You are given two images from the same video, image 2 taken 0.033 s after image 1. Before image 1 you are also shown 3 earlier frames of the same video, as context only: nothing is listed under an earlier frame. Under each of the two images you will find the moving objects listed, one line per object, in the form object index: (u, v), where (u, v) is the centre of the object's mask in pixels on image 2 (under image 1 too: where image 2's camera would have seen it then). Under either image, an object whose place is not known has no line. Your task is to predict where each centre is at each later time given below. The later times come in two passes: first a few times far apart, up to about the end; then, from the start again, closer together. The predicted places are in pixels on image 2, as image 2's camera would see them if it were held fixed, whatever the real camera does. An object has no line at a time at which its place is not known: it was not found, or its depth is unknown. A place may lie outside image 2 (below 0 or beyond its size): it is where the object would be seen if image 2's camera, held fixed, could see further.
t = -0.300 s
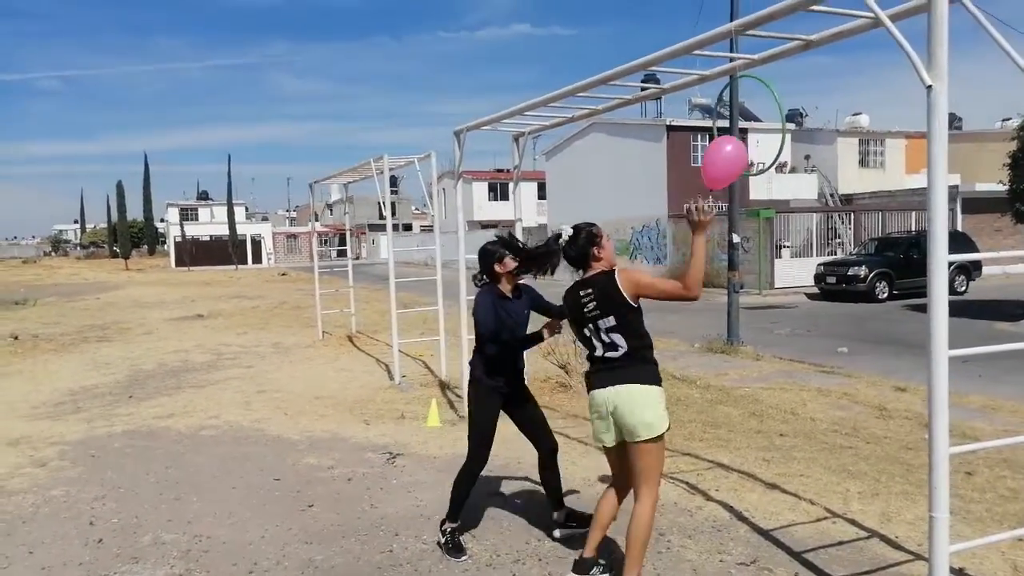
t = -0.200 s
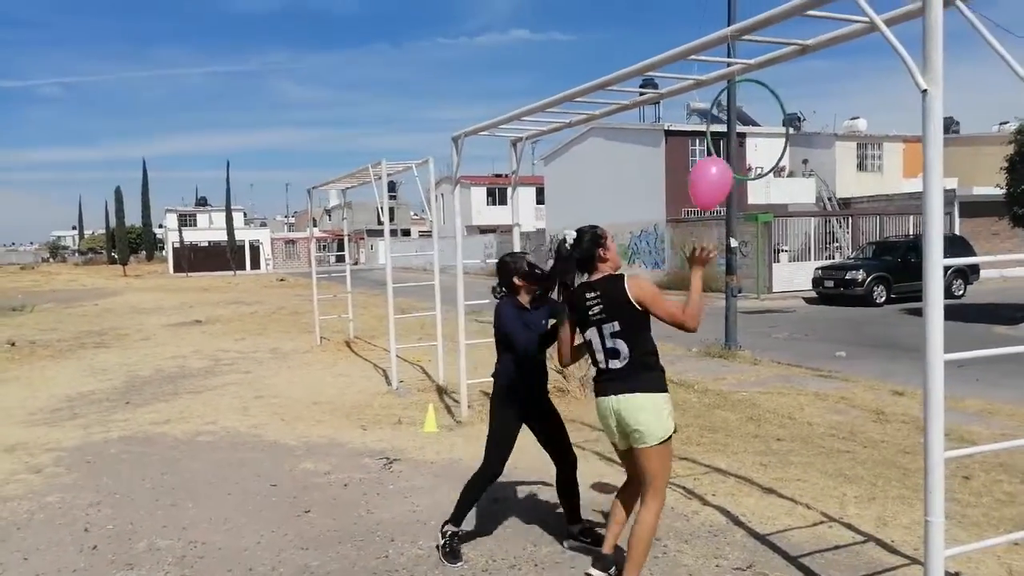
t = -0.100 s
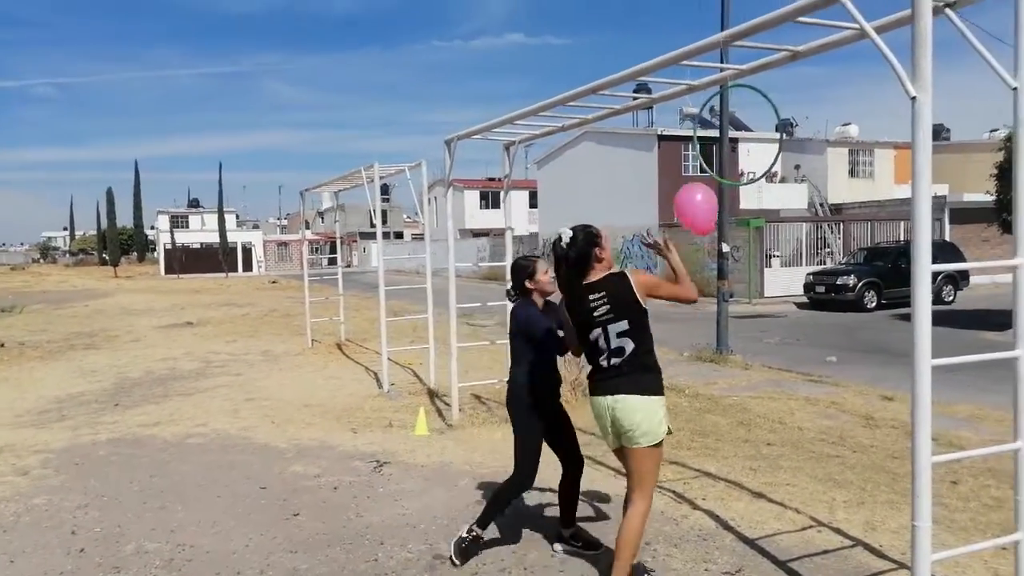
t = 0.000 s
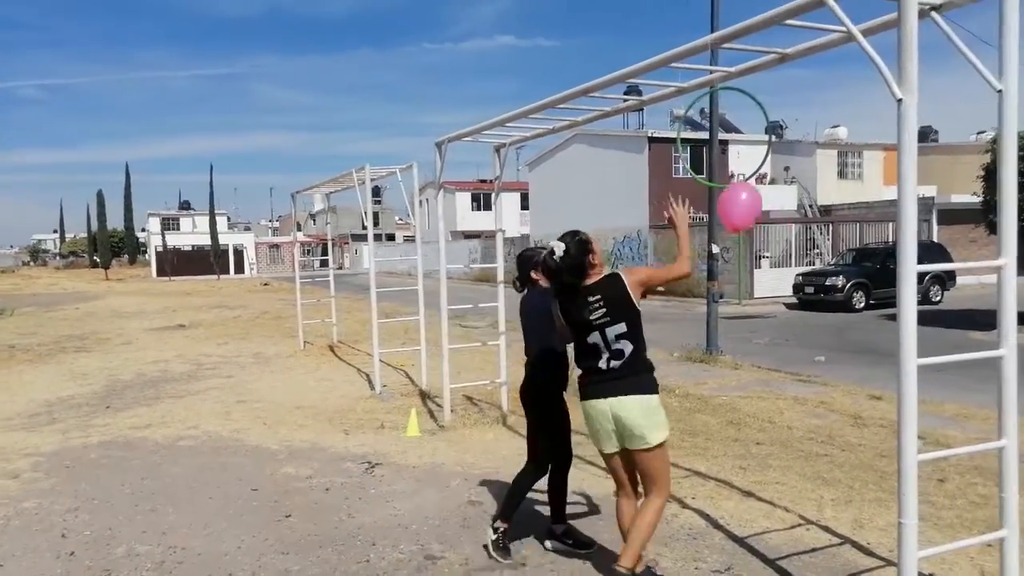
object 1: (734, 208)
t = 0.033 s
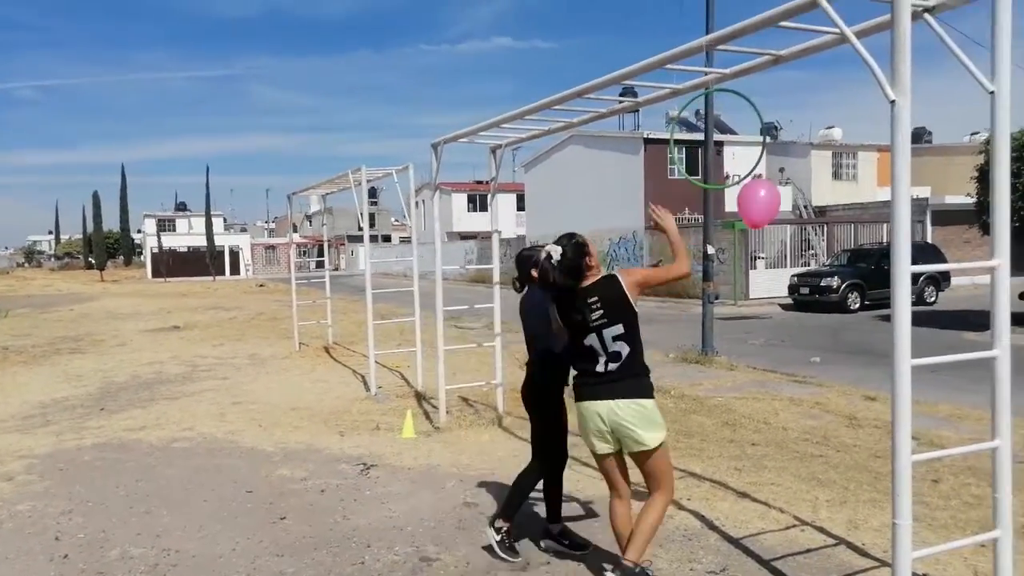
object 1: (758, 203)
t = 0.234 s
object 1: (864, 189)
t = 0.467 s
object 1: (940, 215)
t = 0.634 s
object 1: (978, 245)
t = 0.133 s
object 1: (819, 192)
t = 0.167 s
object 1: (837, 190)
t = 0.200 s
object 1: (851, 189)
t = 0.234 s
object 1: (864, 189)
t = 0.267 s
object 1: (872, 190)
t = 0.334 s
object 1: (916, 199)
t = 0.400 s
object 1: (916, 210)
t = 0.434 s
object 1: (923, 215)
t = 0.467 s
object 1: (940, 215)
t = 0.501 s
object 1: (954, 221)
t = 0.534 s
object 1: (963, 228)
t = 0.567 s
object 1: (969, 235)
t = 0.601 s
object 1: (974, 238)
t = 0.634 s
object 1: (978, 245)
